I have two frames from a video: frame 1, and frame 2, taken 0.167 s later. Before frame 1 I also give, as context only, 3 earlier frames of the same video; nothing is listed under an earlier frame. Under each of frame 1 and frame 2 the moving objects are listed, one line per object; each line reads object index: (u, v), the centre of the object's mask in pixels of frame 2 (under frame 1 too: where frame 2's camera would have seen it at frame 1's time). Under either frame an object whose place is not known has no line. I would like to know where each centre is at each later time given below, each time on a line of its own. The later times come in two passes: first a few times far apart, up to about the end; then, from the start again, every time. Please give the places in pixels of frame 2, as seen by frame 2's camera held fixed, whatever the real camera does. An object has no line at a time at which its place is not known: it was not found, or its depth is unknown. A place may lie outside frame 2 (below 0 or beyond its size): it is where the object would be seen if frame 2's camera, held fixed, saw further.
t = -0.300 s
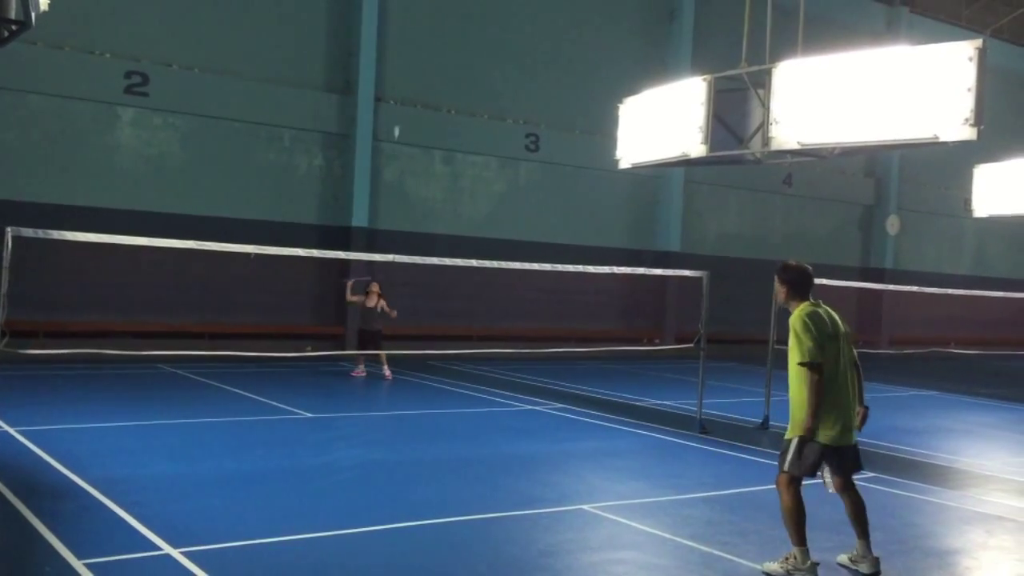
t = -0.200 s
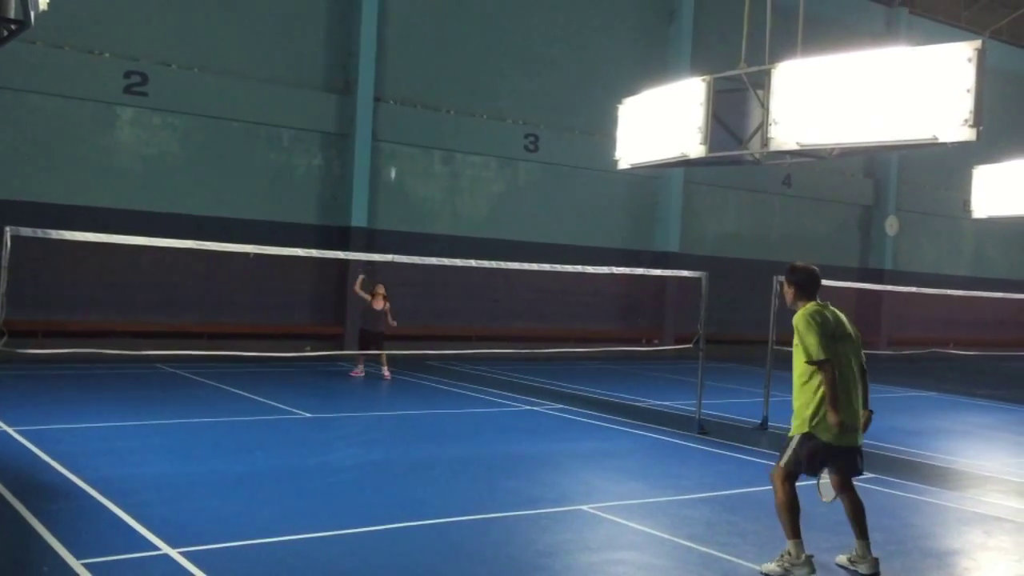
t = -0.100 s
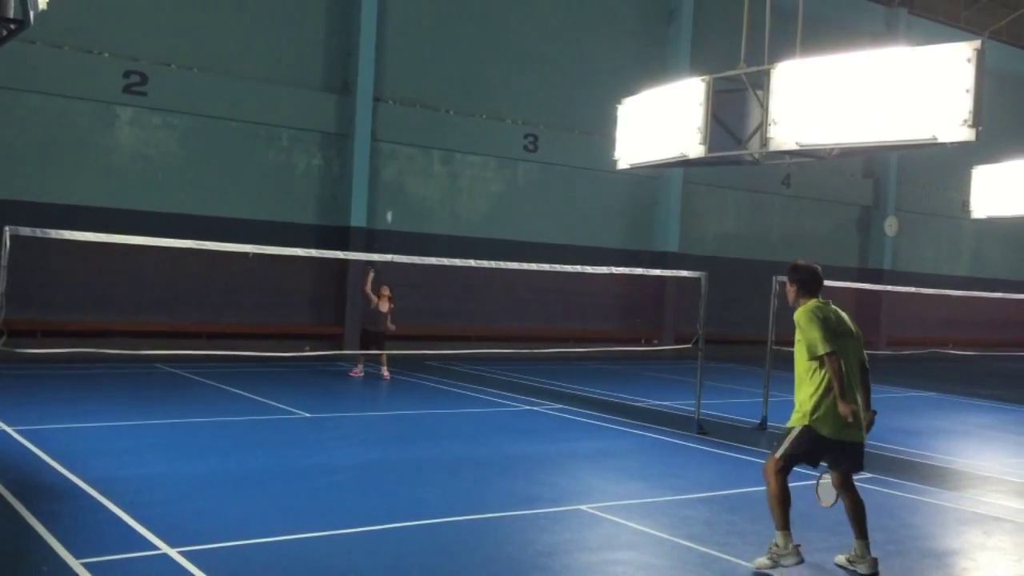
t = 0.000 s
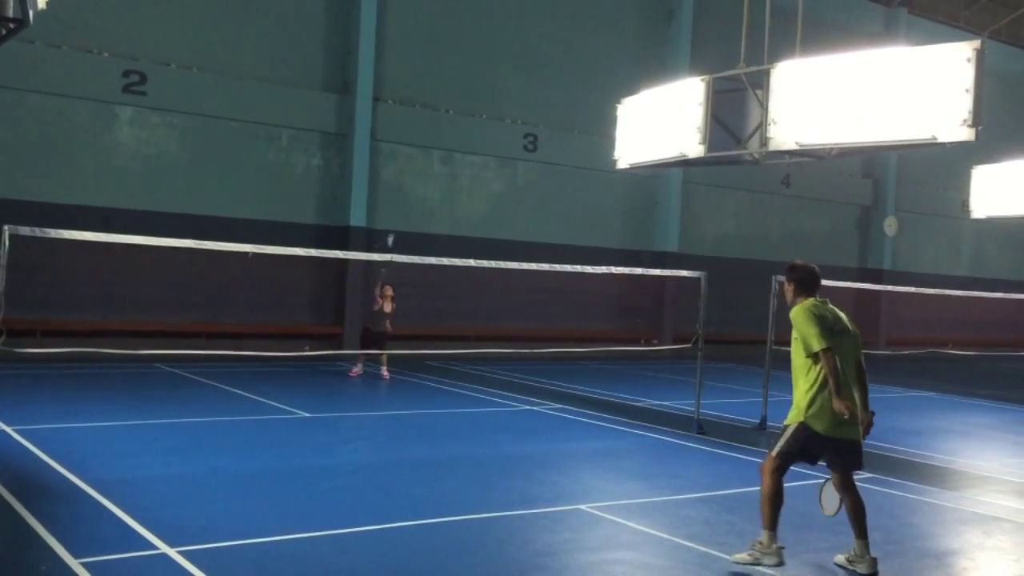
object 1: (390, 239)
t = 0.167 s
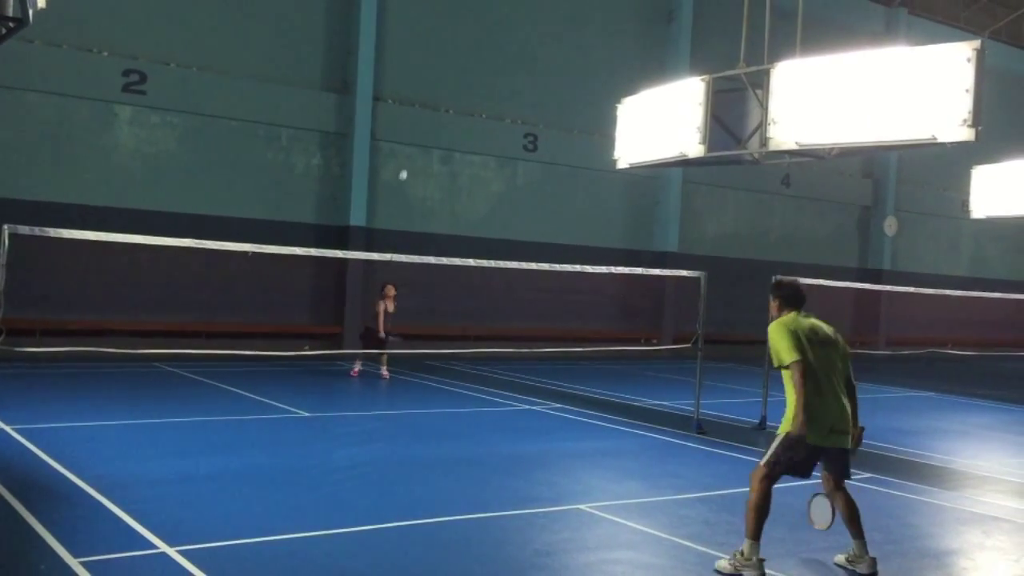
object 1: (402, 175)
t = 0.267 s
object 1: (409, 151)
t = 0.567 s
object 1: (419, 143)
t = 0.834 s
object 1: (416, 229)
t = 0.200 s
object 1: (404, 165)
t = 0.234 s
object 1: (407, 157)
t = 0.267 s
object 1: (409, 151)
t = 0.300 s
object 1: (410, 144)
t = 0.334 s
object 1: (411, 141)
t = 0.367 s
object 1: (413, 138)
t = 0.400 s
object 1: (415, 136)
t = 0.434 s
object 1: (416, 136)
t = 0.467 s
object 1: (417, 135)
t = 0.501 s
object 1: (418, 136)
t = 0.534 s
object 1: (418, 139)
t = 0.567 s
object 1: (419, 143)
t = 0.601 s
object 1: (419, 149)
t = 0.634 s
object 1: (419, 157)
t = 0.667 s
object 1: (419, 165)
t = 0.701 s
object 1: (419, 176)
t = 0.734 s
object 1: (419, 187)
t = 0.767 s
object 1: (418, 199)
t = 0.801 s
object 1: (417, 213)
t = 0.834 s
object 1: (416, 229)
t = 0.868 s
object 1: (415, 245)
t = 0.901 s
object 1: (414, 265)
